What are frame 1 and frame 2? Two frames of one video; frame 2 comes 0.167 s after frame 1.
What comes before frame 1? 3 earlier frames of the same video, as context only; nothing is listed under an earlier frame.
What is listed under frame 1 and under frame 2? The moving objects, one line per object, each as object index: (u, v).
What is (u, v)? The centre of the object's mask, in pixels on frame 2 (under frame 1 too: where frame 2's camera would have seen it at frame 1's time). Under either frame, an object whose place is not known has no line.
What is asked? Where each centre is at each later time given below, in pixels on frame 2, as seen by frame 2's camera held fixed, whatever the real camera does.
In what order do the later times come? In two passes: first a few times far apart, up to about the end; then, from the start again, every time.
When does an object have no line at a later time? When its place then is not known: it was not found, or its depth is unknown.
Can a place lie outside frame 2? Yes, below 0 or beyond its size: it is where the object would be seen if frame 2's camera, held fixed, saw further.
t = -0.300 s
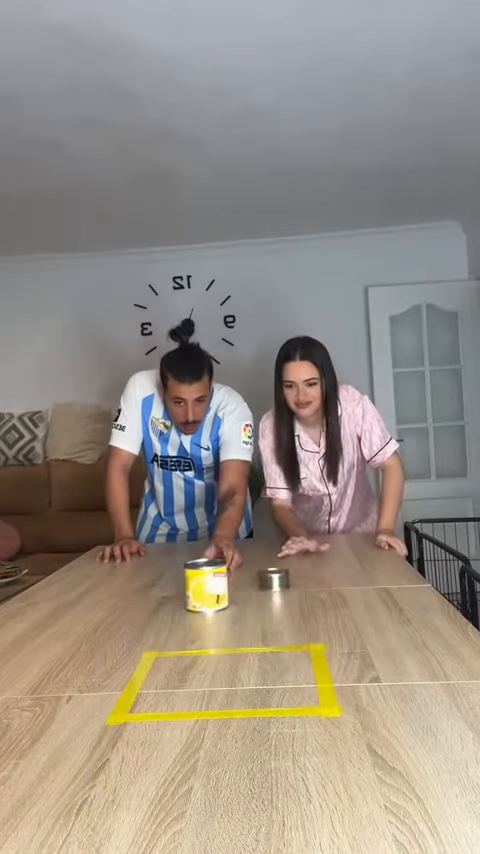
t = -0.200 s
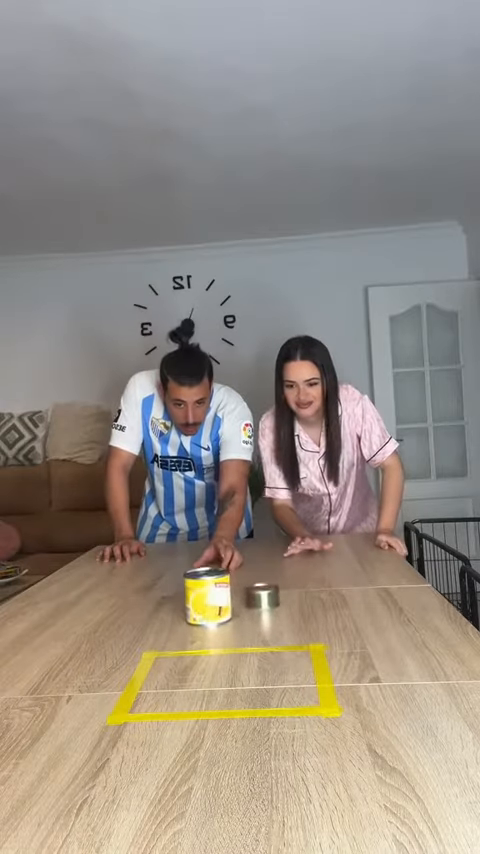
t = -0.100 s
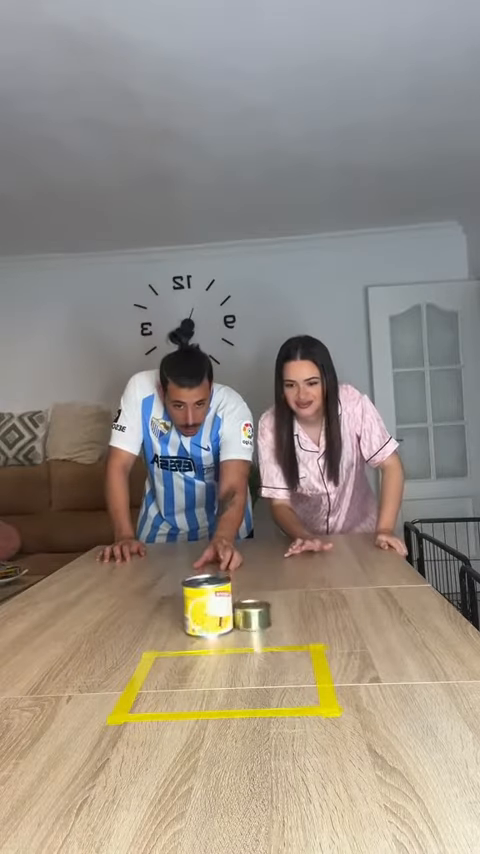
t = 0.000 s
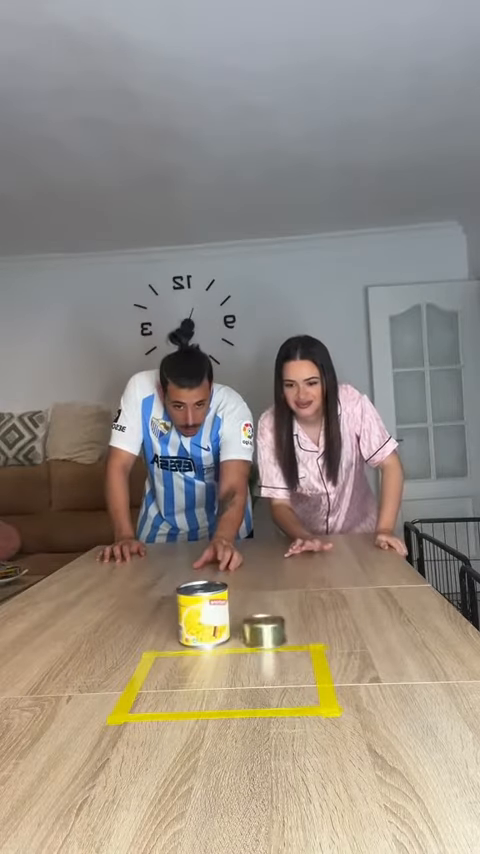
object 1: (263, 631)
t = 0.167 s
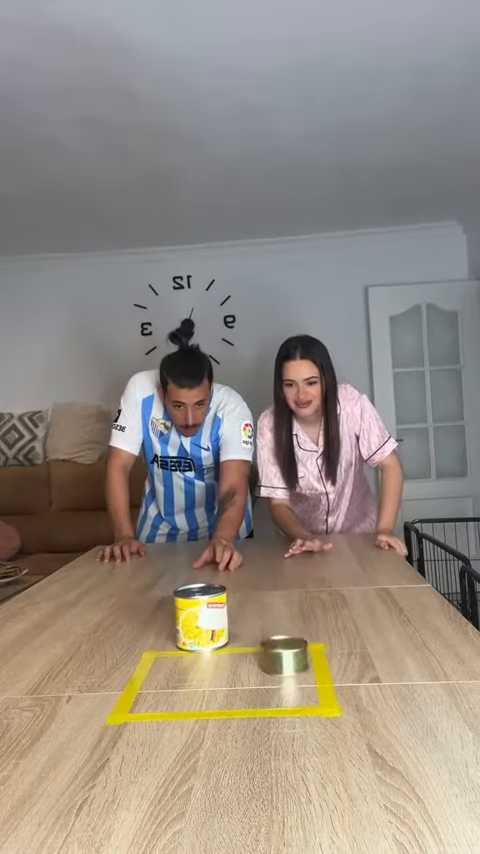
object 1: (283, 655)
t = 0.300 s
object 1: (295, 669)
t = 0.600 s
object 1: (299, 675)
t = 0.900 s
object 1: (299, 675)
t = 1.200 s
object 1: (299, 675)
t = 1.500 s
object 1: (300, 675)
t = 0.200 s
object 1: (287, 659)
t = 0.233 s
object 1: (290, 663)
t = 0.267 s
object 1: (293, 667)
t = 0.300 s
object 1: (295, 669)
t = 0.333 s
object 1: (297, 671)
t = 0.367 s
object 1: (298, 673)
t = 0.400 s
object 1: (299, 674)
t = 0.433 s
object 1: (299, 675)
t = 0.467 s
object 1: (299, 675)
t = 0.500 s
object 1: (299, 675)
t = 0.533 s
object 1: (299, 675)
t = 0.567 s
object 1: (299, 675)
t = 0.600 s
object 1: (299, 675)
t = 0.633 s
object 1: (299, 675)
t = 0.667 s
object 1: (299, 675)
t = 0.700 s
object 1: (299, 675)
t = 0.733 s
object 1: (299, 675)
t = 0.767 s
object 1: (299, 675)
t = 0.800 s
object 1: (299, 675)
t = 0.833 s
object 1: (299, 675)
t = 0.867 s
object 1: (299, 675)
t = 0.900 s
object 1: (299, 675)
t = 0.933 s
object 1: (299, 675)
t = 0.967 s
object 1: (300, 675)
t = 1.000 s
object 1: (299, 675)
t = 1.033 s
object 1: (299, 675)
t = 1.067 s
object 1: (299, 675)
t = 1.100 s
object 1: (299, 675)
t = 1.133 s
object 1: (299, 675)
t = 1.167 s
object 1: (299, 675)
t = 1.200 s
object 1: (299, 675)
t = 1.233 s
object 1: (299, 675)
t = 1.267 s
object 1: (299, 675)
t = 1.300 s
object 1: (299, 675)
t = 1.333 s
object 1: (299, 675)
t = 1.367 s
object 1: (300, 675)
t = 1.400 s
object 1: (299, 675)
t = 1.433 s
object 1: (300, 675)
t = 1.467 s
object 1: (299, 675)
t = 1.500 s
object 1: (300, 675)
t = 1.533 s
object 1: (300, 675)
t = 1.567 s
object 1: (300, 675)
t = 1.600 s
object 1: (300, 675)
